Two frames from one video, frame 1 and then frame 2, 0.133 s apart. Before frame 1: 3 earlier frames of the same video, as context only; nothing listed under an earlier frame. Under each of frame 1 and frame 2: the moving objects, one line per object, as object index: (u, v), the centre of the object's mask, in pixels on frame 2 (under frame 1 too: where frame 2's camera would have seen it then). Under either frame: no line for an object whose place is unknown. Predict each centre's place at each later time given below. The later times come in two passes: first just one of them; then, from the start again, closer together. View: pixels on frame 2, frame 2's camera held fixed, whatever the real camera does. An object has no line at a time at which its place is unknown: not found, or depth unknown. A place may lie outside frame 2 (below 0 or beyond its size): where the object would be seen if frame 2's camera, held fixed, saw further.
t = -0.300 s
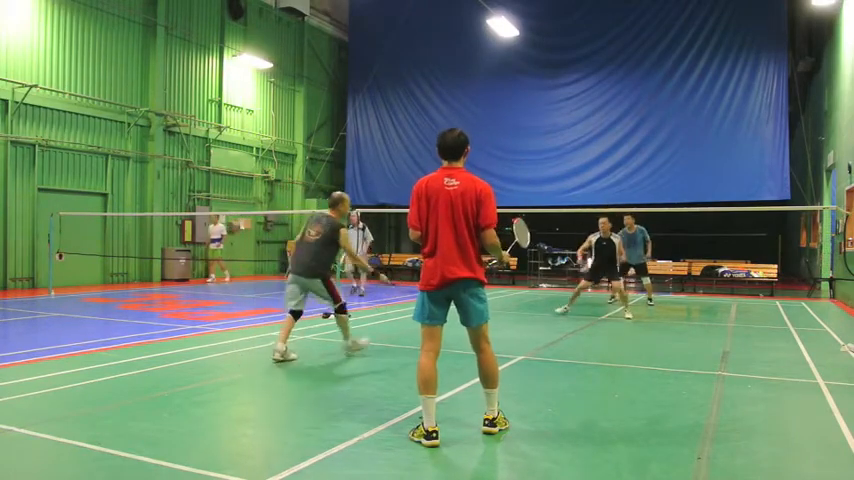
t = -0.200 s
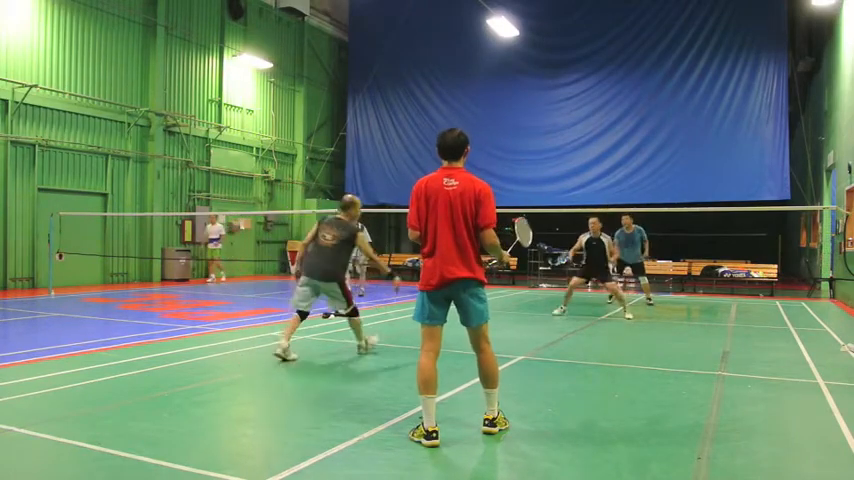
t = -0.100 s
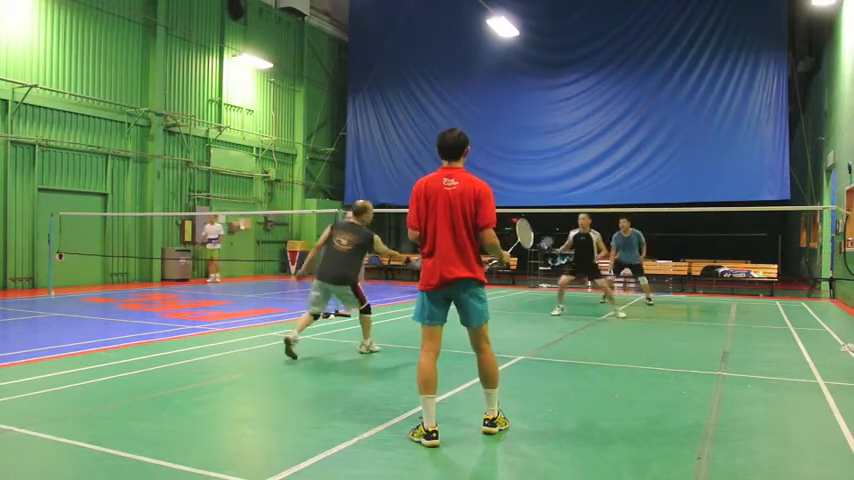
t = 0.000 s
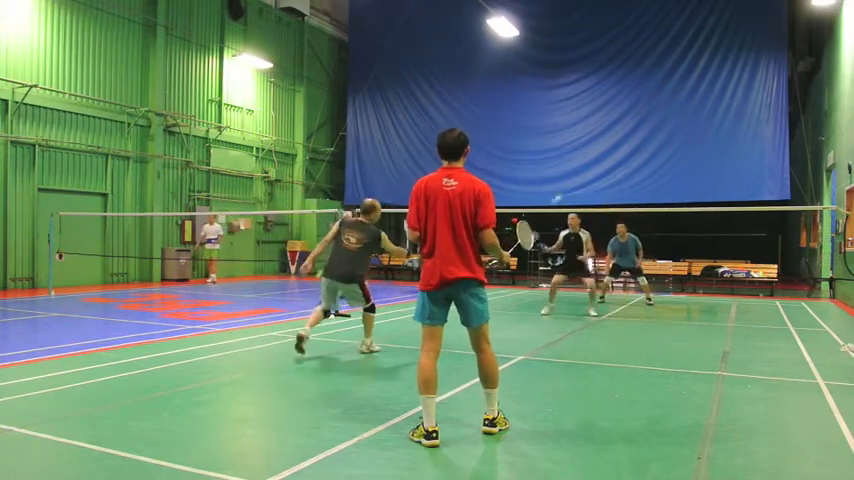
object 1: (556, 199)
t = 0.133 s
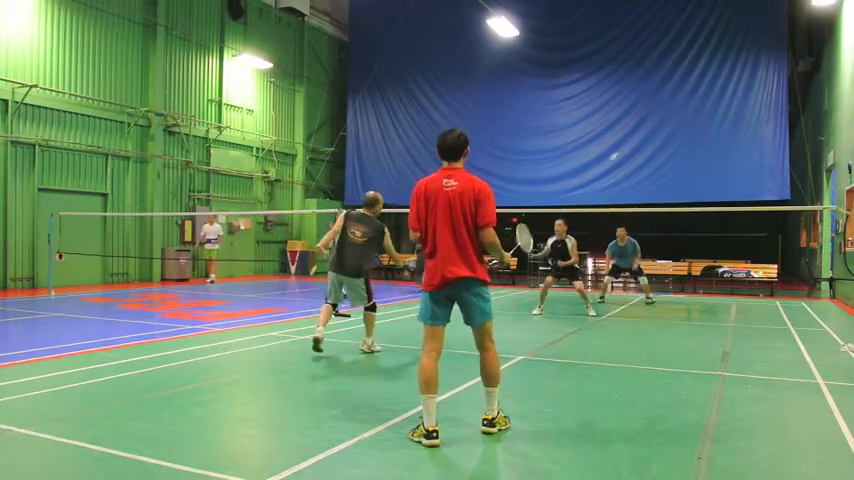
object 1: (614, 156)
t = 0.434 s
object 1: (678, 140)
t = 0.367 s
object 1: (667, 138)
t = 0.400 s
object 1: (672, 139)
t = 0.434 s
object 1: (678, 140)
